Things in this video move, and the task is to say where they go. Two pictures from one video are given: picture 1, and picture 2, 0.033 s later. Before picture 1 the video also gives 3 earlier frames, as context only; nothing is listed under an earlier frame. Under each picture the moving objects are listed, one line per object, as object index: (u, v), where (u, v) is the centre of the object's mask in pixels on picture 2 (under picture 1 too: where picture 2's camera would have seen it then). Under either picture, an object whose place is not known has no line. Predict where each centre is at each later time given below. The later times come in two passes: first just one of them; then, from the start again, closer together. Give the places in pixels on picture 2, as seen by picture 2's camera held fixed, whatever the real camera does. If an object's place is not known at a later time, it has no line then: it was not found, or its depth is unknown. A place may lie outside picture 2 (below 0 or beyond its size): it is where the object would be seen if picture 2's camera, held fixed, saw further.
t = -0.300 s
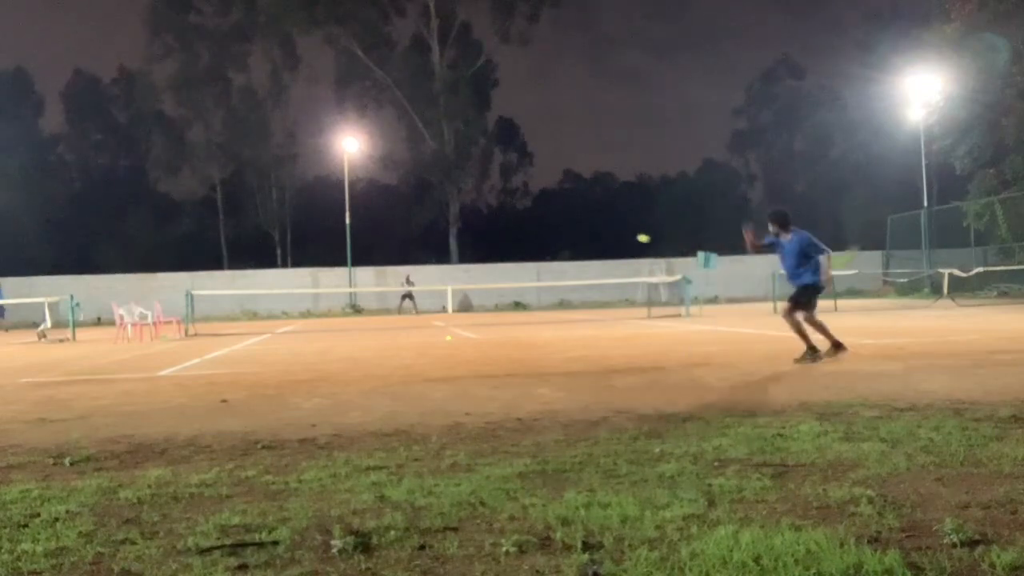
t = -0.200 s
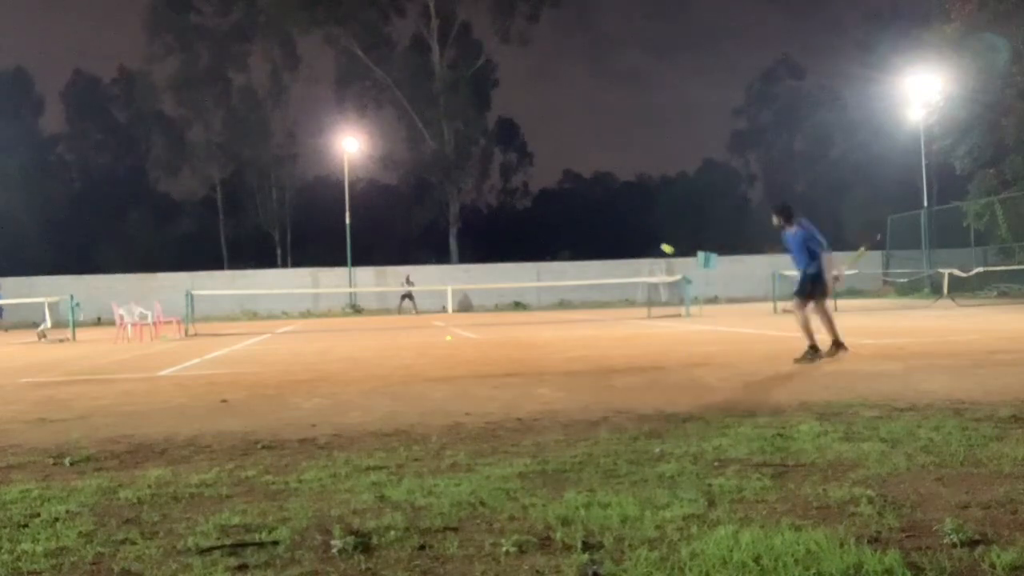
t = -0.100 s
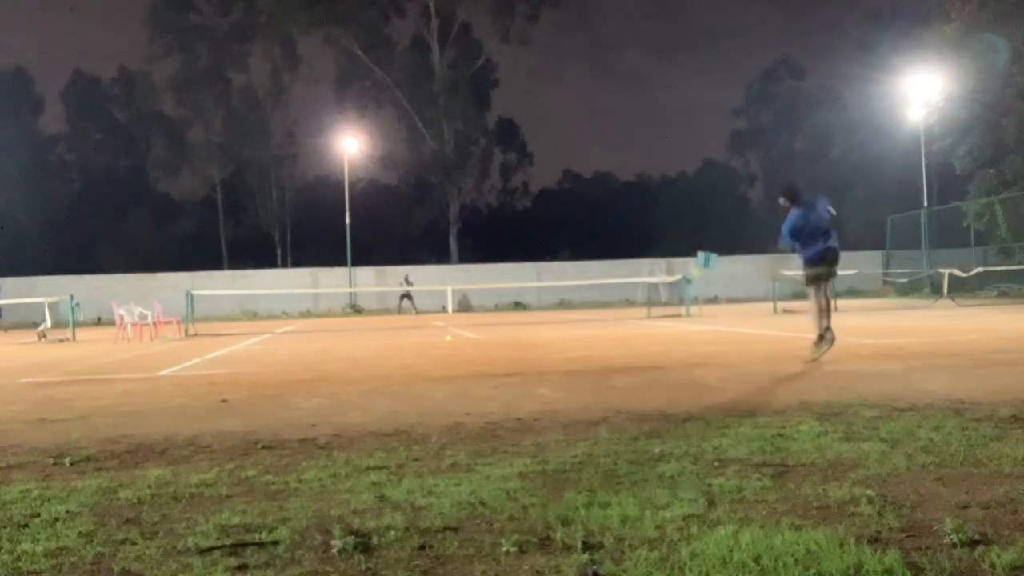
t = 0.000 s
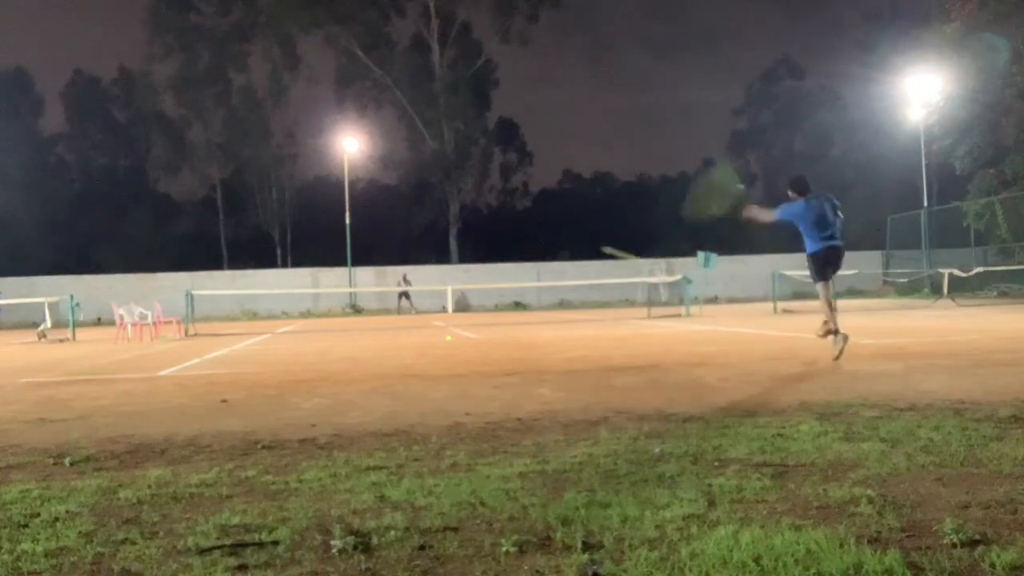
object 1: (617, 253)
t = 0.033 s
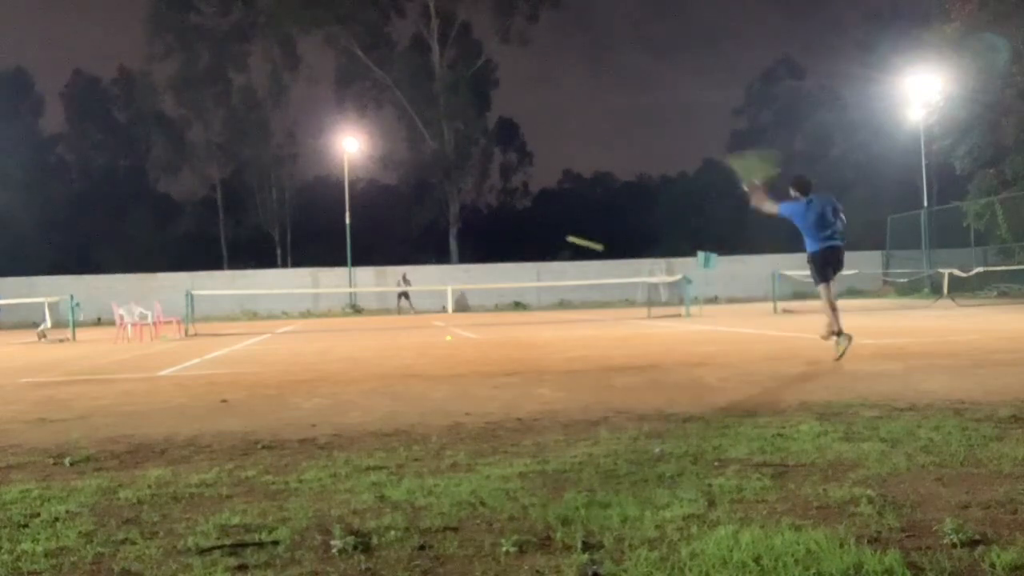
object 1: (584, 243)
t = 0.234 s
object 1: (450, 218)
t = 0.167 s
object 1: (482, 220)
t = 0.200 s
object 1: (465, 219)
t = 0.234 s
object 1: (450, 218)
